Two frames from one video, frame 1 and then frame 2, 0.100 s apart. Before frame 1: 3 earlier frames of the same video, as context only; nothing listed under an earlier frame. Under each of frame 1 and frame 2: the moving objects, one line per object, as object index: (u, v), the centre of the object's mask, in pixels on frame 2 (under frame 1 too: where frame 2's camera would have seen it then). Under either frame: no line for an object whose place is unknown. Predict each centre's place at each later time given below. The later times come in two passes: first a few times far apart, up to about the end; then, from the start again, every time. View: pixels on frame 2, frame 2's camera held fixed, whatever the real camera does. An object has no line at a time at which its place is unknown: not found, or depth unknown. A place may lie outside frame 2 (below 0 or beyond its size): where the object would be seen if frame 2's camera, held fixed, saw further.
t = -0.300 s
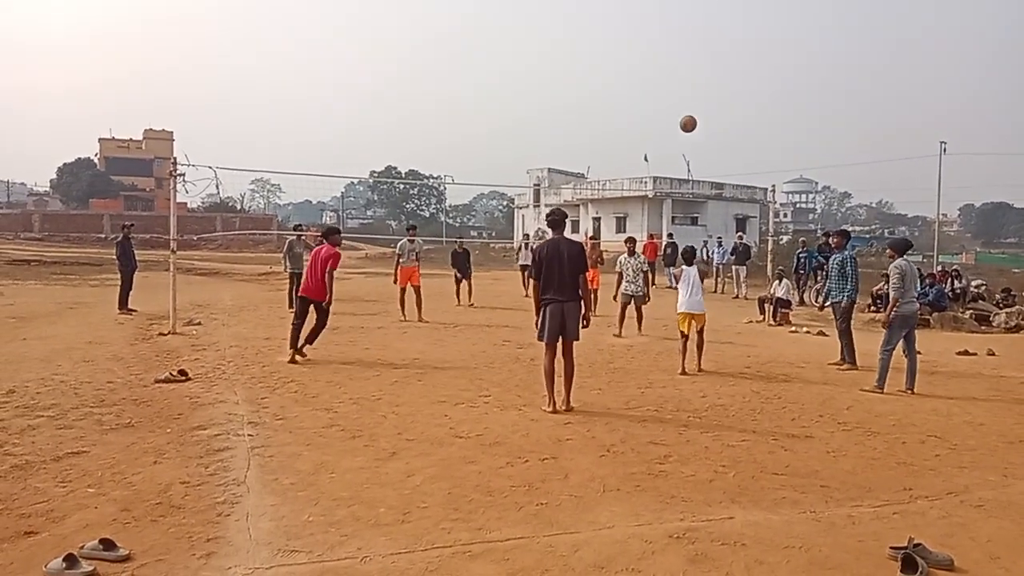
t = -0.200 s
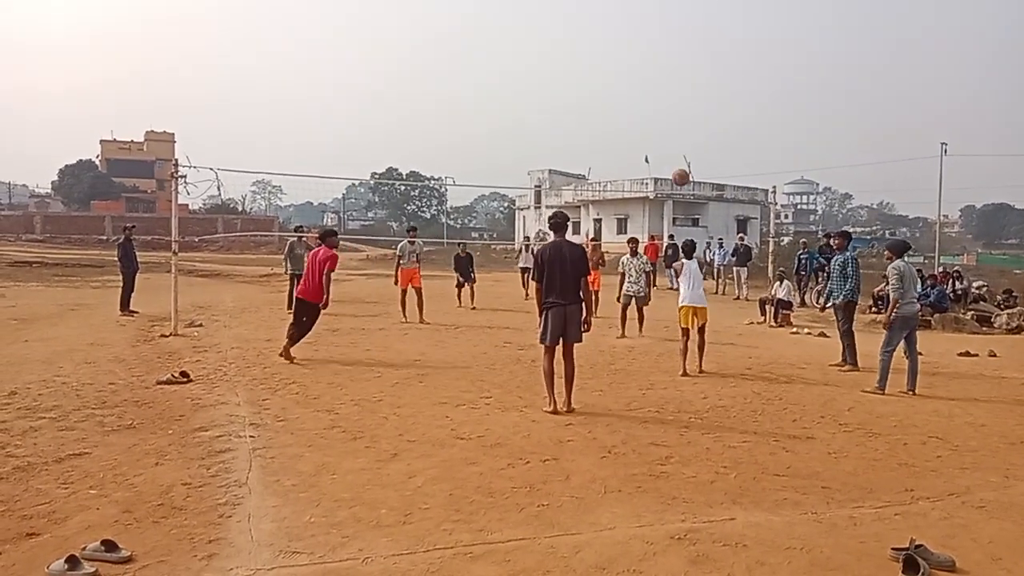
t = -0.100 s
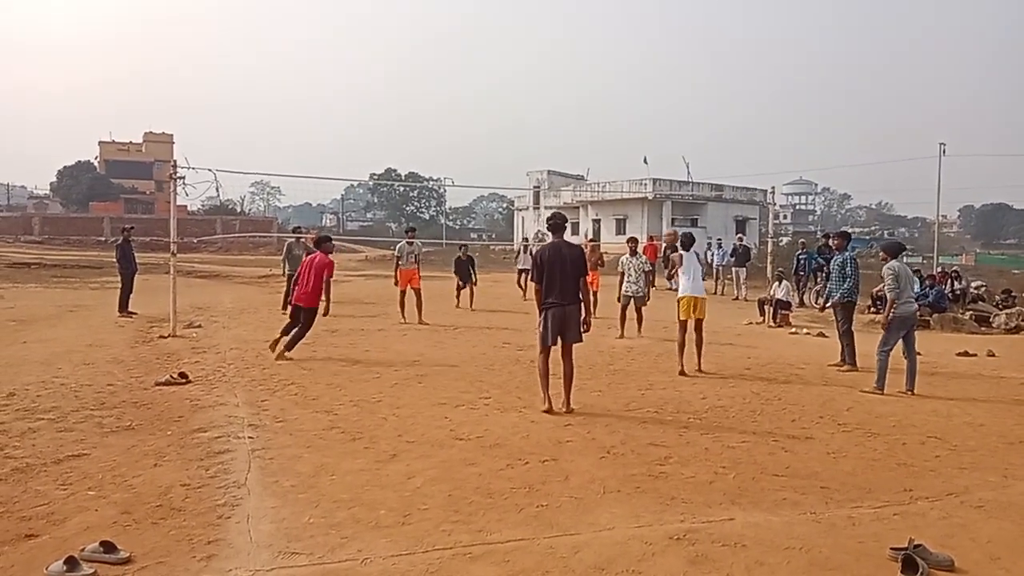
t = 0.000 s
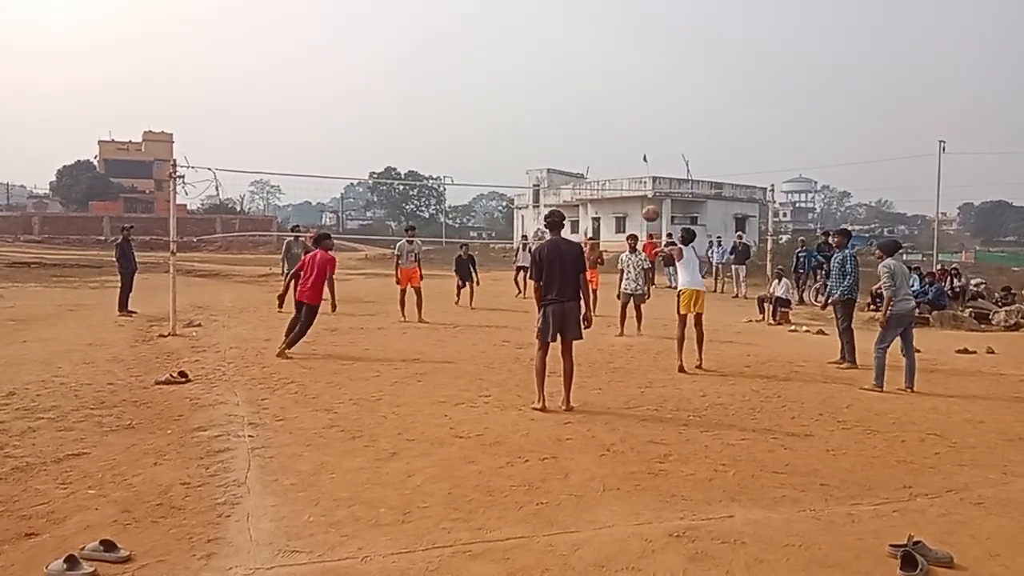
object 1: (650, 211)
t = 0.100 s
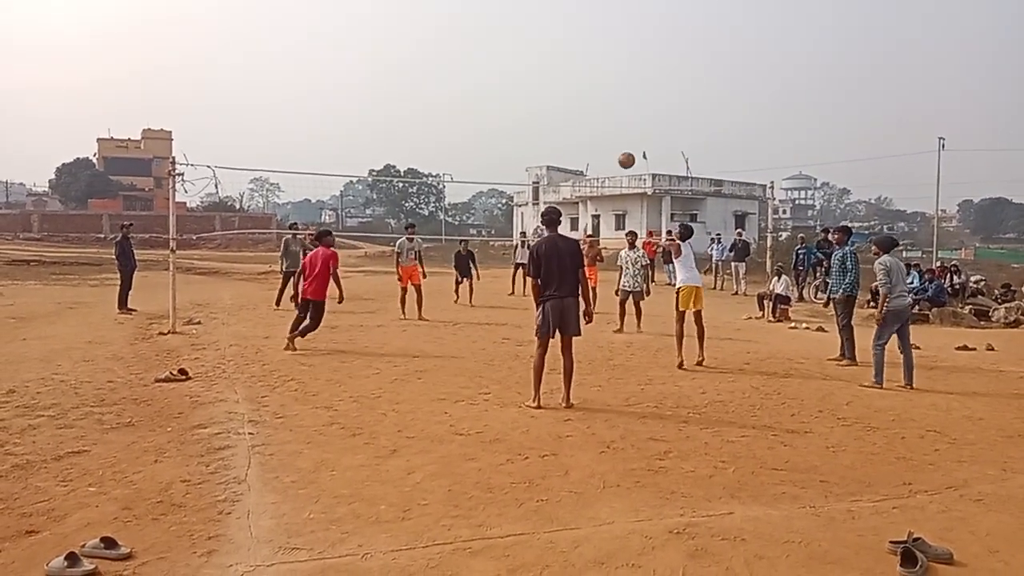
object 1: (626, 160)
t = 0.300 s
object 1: (578, 84)
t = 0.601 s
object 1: (506, 33)
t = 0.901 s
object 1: (435, 54)
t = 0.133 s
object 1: (618, 145)
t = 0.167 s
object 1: (610, 131)
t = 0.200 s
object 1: (602, 118)
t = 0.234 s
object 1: (594, 106)
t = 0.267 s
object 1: (586, 94)
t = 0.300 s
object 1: (578, 84)
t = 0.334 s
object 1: (570, 75)
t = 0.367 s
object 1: (561, 67)
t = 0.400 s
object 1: (554, 59)
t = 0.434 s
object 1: (545, 53)
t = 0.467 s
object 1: (537, 47)
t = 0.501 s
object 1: (530, 42)
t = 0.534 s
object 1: (522, 38)
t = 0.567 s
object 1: (514, 35)
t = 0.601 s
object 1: (506, 33)
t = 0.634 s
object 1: (498, 32)
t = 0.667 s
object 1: (490, 32)
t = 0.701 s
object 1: (482, 32)
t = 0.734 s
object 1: (474, 33)
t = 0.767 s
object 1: (466, 36)
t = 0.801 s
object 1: (458, 39)
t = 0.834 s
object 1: (451, 43)
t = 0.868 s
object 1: (443, 48)
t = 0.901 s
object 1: (435, 54)
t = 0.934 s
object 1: (427, 61)
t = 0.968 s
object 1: (420, 69)
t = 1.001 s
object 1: (413, 78)
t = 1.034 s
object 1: (405, 87)
